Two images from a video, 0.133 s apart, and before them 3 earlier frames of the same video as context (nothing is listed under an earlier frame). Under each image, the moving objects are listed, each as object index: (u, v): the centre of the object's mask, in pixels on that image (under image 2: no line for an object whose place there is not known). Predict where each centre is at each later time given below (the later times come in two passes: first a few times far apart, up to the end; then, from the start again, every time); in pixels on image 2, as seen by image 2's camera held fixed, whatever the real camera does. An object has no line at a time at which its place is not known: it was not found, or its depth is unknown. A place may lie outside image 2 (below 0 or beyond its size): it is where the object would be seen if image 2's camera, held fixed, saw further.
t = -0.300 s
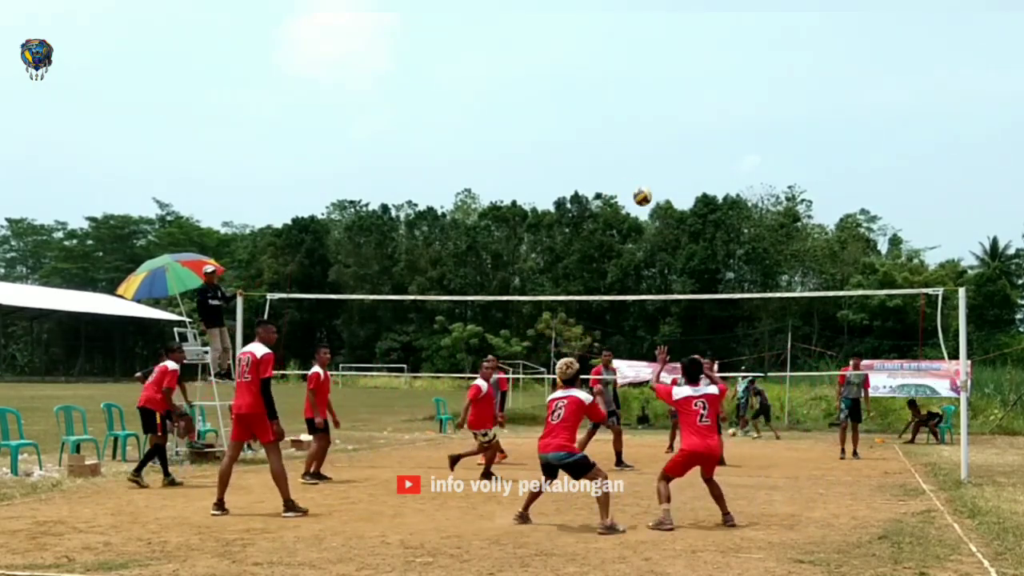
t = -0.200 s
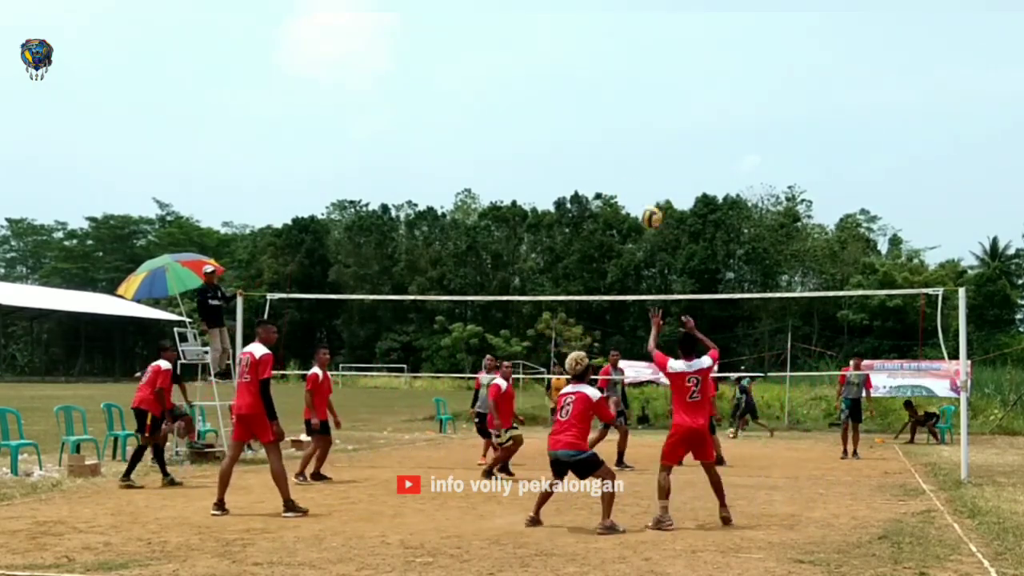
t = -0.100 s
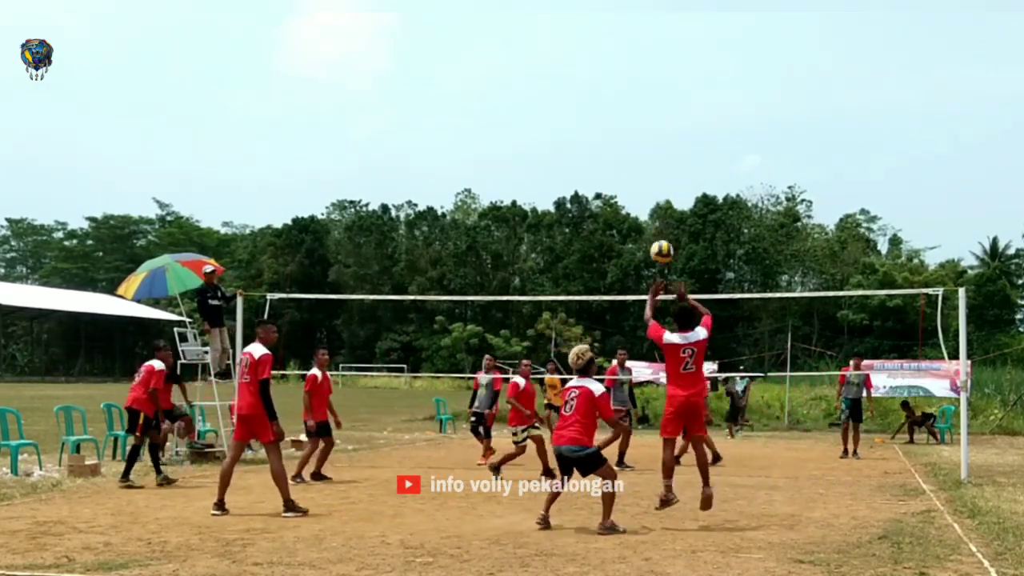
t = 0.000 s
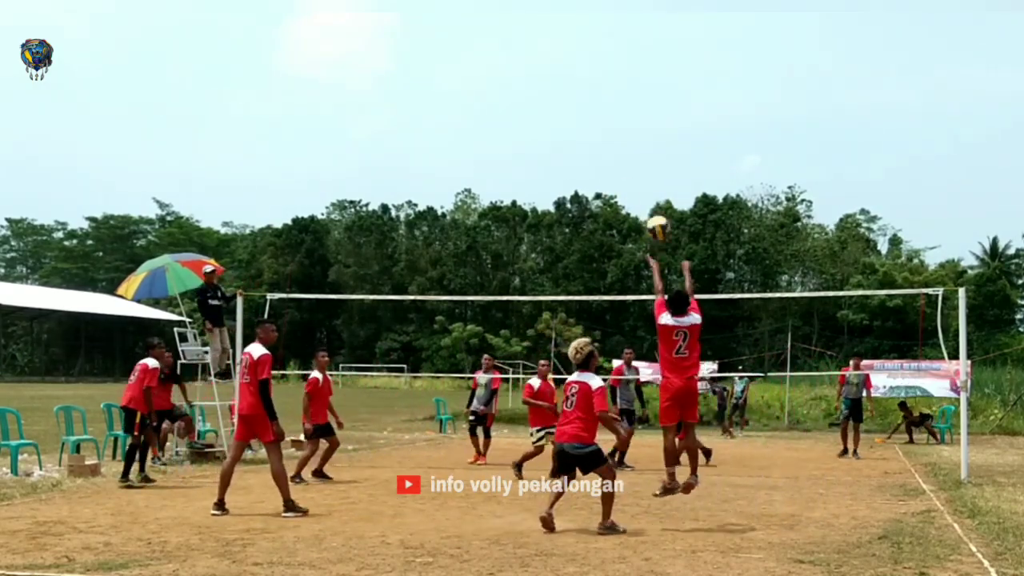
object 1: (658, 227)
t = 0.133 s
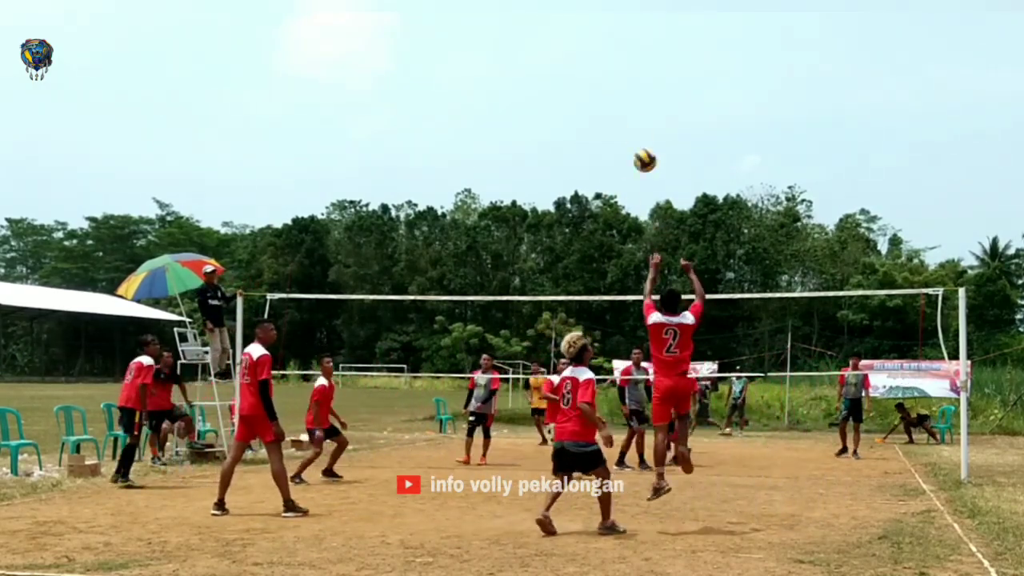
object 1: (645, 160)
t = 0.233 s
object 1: (635, 123)
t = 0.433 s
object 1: (617, 83)
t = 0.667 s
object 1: (596, 91)
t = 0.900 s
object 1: (578, 153)
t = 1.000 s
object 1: (570, 196)
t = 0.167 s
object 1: (642, 146)
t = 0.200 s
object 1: (638, 134)
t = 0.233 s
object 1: (635, 123)
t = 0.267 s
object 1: (632, 113)
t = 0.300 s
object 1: (629, 105)
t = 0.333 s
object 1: (626, 97)
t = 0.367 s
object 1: (623, 91)
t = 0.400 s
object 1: (620, 86)
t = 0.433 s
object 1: (617, 83)
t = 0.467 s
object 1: (614, 81)
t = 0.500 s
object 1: (611, 80)
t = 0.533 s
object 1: (608, 79)
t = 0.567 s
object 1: (605, 80)
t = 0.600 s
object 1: (602, 82)
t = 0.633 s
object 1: (599, 86)
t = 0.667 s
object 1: (596, 91)
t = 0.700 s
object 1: (594, 96)
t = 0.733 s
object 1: (591, 103)
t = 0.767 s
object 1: (588, 111)
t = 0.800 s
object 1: (585, 120)
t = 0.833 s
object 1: (582, 130)
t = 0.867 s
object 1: (580, 141)
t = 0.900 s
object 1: (578, 153)
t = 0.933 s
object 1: (574, 167)
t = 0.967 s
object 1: (572, 181)
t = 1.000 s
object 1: (570, 196)
